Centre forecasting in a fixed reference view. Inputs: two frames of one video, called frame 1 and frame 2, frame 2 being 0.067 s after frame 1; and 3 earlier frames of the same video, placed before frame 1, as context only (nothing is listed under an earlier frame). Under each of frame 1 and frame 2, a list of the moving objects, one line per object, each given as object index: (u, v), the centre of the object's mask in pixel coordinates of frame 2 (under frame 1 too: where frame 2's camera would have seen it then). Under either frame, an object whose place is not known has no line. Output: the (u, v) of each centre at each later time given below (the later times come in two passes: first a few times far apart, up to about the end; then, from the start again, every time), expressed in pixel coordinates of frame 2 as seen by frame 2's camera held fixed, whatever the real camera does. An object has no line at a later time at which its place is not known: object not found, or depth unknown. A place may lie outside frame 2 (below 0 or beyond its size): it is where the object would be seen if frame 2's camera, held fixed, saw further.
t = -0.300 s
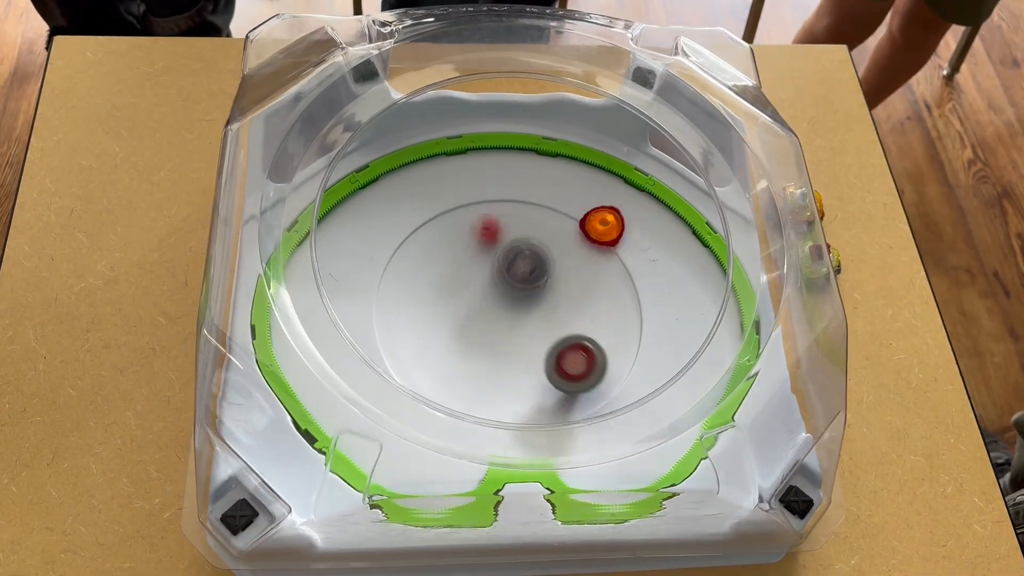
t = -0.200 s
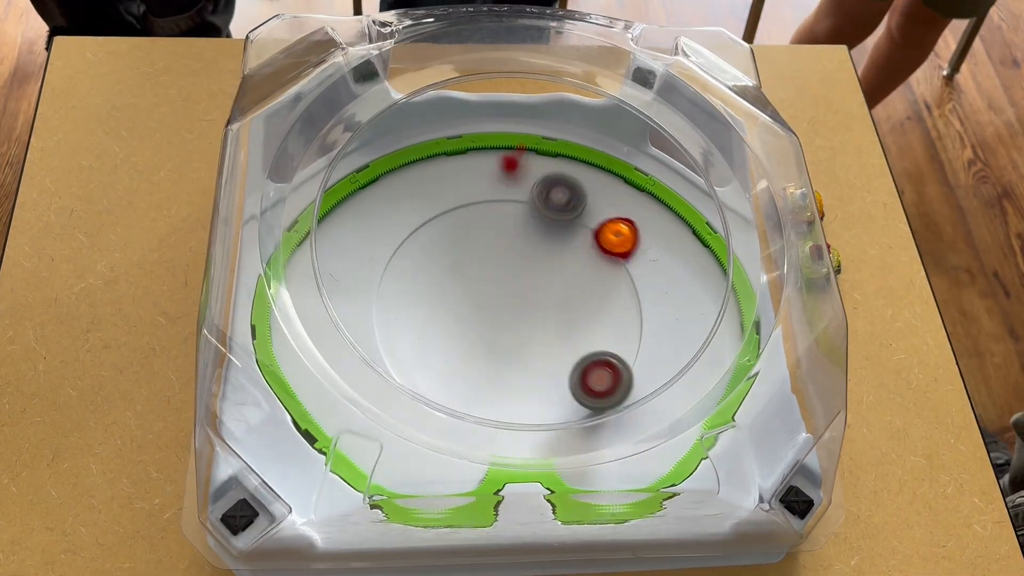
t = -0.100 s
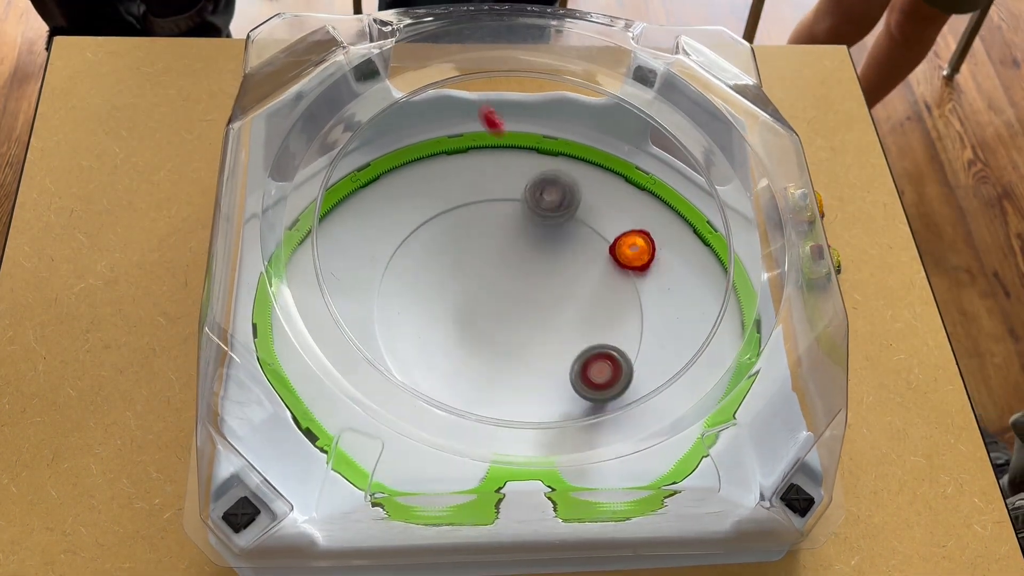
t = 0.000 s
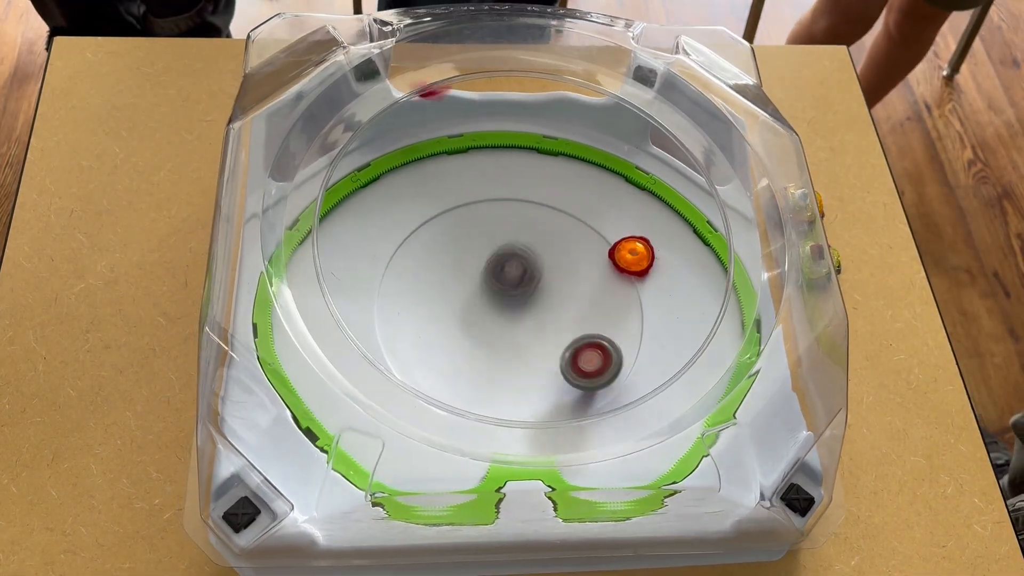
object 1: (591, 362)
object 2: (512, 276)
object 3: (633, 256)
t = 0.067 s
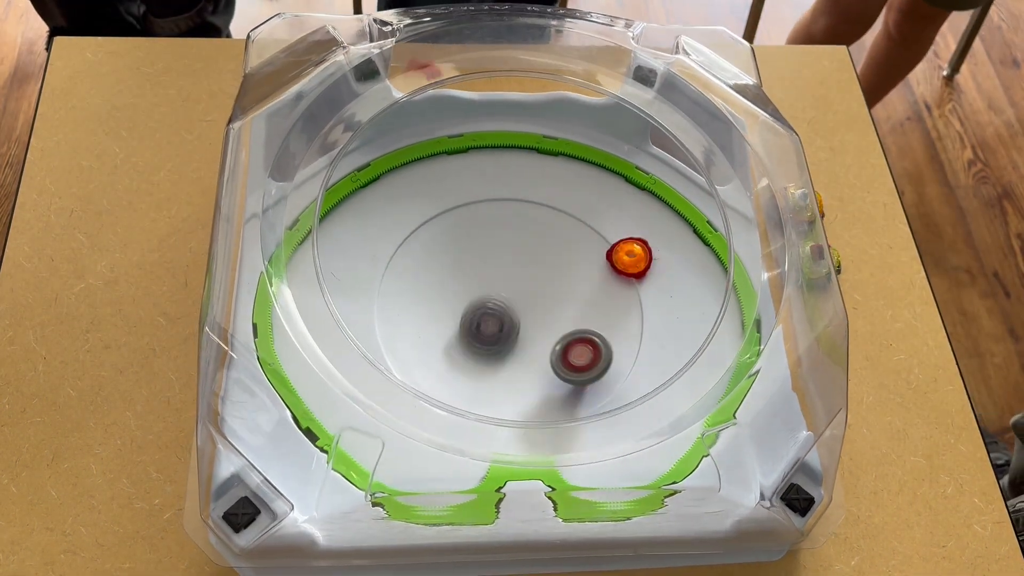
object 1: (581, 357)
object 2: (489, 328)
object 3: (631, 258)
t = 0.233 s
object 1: (551, 354)
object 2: (477, 422)
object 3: (615, 265)
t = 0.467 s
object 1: (516, 369)
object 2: (461, 311)
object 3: (570, 288)
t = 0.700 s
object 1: (492, 384)
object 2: (464, 176)
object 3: (553, 295)
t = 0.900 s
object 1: (478, 384)
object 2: (484, 229)
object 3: (551, 296)
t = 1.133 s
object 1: (465, 362)
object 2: (549, 364)
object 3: (617, 341)
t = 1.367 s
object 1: (454, 325)
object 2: (565, 371)
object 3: (579, 319)
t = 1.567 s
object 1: (428, 258)
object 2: (492, 347)
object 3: (559, 222)
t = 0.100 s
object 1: (576, 355)
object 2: (484, 345)
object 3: (629, 258)
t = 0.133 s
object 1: (570, 354)
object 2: (480, 365)
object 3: (627, 259)
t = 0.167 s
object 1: (564, 354)
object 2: (476, 390)
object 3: (624, 260)
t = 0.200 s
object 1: (558, 353)
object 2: (476, 412)
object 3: (620, 263)
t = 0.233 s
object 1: (551, 354)
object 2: (477, 422)
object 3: (615, 265)
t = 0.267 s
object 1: (543, 355)
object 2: (475, 422)
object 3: (608, 269)
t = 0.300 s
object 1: (535, 356)
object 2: (470, 415)
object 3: (601, 273)
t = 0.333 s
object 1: (527, 358)
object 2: (469, 393)
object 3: (594, 276)
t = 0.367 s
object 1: (521, 361)
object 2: (467, 383)
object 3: (588, 280)
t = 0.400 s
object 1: (520, 364)
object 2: (463, 361)
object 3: (581, 283)
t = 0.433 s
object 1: (518, 366)
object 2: (462, 338)
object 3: (575, 286)
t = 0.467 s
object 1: (516, 369)
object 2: (461, 311)
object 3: (570, 288)
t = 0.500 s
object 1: (513, 371)
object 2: (460, 282)
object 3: (566, 290)
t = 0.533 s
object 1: (510, 374)
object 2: (457, 252)
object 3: (562, 292)
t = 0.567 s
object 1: (507, 376)
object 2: (456, 230)
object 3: (559, 293)
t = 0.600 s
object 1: (503, 379)
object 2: (458, 212)
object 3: (558, 293)
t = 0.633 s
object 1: (499, 381)
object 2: (460, 197)
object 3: (556, 294)
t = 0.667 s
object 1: (495, 383)
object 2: (462, 187)
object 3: (554, 295)
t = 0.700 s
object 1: (492, 384)
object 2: (464, 176)
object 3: (553, 295)
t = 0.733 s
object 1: (489, 385)
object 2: (466, 171)
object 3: (552, 296)
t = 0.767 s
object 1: (486, 386)
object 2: (469, 171)
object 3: (552, 295)
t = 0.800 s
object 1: (484, 387)
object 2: (471, 182)
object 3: (552, 296)
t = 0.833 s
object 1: (481, 386)
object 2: (475, 193)
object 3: (551, 296)
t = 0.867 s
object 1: (480, 386)
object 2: (479, 208)
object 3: (551, 296)
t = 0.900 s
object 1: (478, 384)
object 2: (484, 229)
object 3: (551, 296)
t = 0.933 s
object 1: (477, 382)
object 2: (492, 250)
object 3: (551, 296)
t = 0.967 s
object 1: (475, 379)
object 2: (501, 274)
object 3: (550, 296)
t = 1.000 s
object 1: (473, 376)
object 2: (510, 294)
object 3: (571, 308)
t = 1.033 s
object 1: (472, 372)
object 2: (518, 318)
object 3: (591, 319)
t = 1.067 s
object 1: (470, 369)
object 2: (529, 334)
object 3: (606, 328)
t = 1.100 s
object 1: (468, 366)
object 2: (539, 354)
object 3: (617, 336)
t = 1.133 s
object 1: (465, 362)
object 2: (549, 364)
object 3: (617, 341)
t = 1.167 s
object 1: (463, 357)
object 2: (558, 377)
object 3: (612, 345)
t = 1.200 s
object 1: (461, 352)
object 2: (566, 382)
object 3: (606, 344)
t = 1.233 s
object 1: (459, 346)
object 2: (572, 388)
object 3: (600, 344)
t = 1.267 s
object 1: (457, 341)
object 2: (576, 388)
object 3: (593, 343)
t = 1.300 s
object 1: (456, 336)
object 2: (577, 389)
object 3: (586, 342)
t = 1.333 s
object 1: (455, 331)
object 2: (573, 378)
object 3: (580, 338)
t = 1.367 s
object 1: (454, 325)
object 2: (565, 371)
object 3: (579, 319)
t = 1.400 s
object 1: (453, 319)
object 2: (556, 370)
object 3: (579, 292)
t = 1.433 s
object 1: (451, 313)
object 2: (542, 365)
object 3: (578, 273)
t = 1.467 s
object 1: (449, 307)
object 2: (526, 355)
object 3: (575, 254)
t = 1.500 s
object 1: (446, 300)
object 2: (509, 342)
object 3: (570, 239)
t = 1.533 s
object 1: (444, 294)
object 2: (494, 329)
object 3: (566, 228)
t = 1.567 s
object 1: (428, 258)
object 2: (492, 347)
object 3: (559, 222)
